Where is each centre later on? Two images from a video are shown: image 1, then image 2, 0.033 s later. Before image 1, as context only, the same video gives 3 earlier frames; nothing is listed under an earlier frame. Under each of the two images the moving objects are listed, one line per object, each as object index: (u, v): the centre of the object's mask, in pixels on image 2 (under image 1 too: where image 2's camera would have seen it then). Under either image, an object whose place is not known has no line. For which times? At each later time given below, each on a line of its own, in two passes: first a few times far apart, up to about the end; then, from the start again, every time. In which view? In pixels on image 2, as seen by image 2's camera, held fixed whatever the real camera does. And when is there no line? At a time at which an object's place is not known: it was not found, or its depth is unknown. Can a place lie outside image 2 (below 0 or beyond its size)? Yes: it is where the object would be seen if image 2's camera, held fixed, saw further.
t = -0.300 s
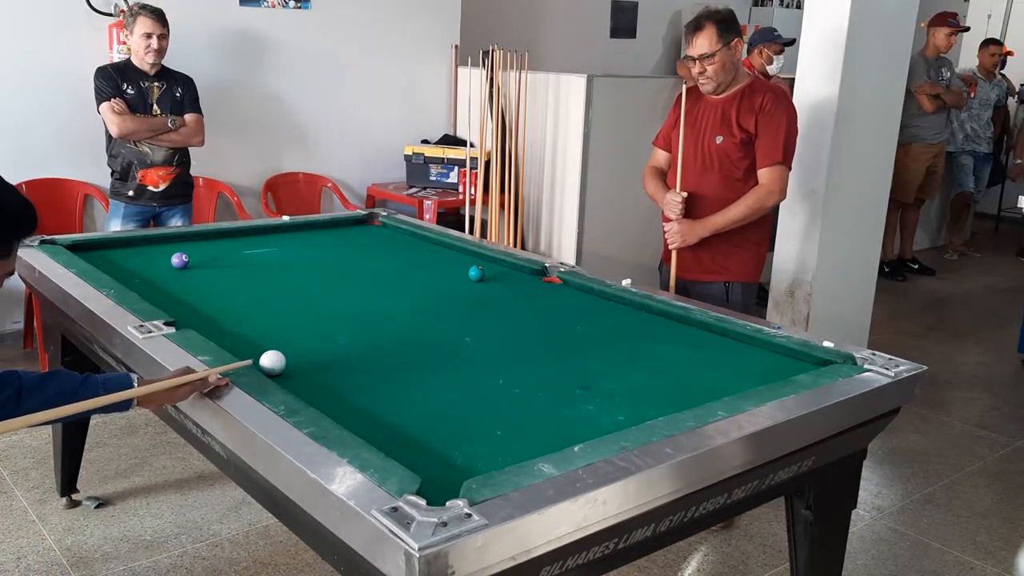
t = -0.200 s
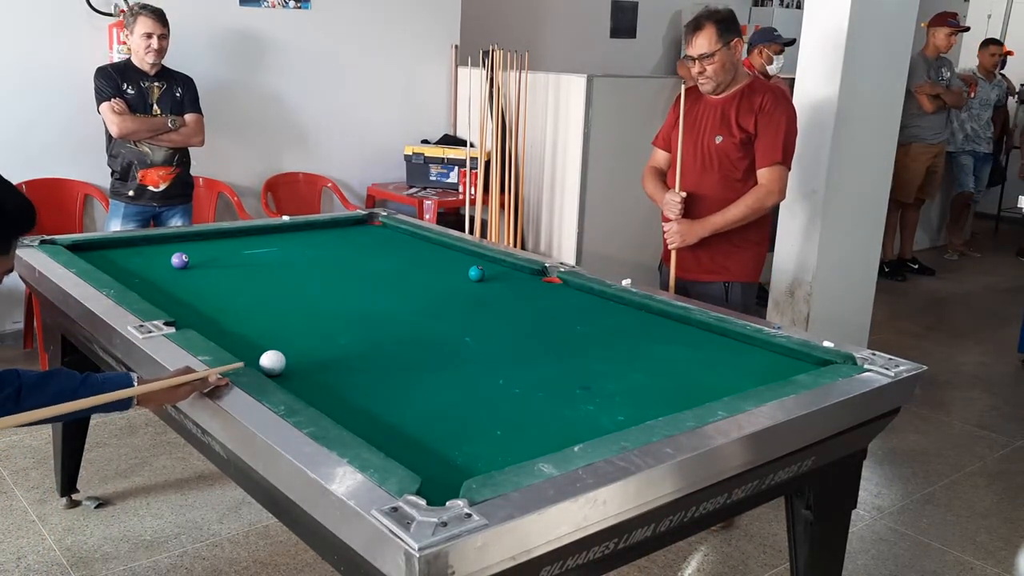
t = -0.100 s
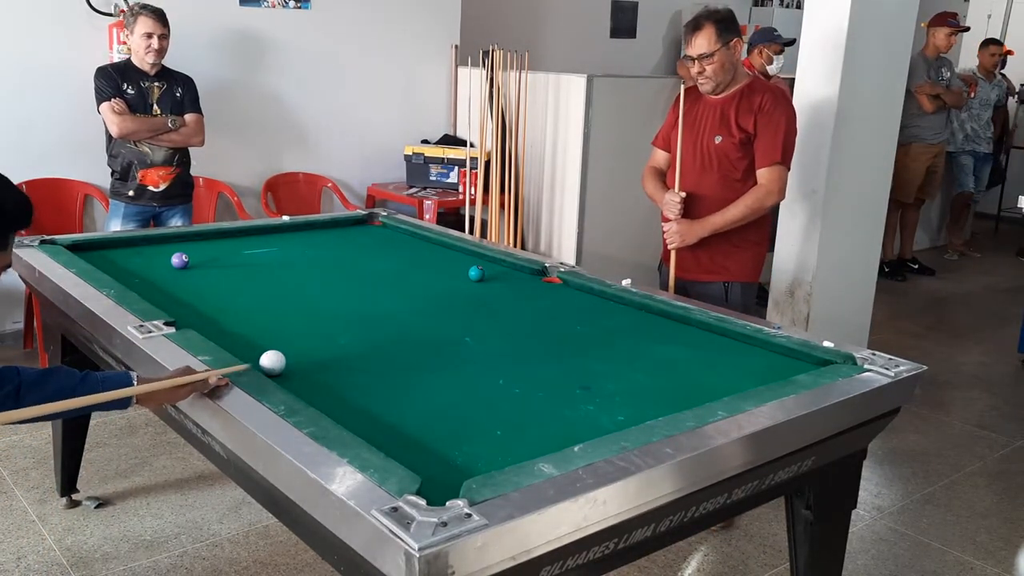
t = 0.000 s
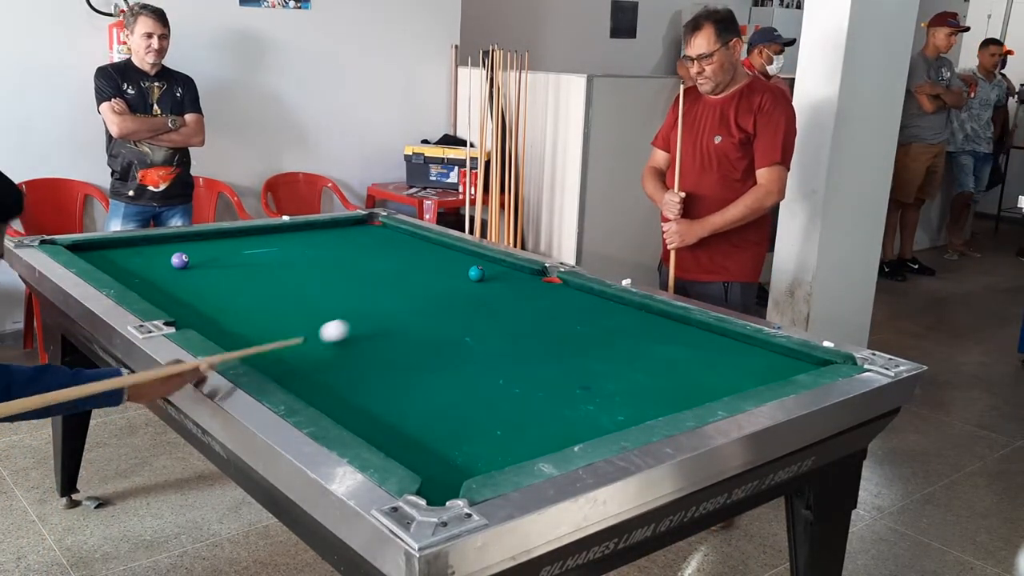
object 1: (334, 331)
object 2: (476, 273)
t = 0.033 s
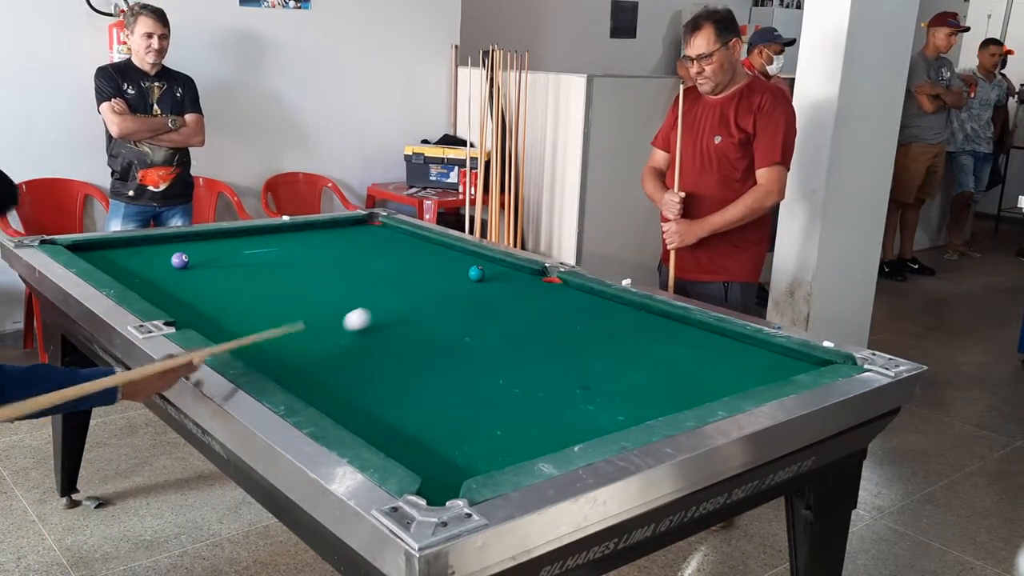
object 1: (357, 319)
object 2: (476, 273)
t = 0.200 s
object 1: (442, 281)
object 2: (476, 274)
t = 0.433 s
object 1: (452, 247)
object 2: (515, 276)
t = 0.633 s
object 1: (374, 239)
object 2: (481, 286)
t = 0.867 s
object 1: (297, 230)
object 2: (439, 299)
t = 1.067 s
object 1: (268, 235)
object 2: (400, 310)
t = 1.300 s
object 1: (250, 248)
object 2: (350, 325)
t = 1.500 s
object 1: (233, 260)
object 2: (303, 338)
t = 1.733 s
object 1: (211, 276)
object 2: (246, 353)
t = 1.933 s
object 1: (190, 291)
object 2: (274, 353)
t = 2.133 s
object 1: (169, 306)
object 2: (311, 348)
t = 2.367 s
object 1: (216, 316)
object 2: (349, 344)
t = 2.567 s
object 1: (258, 322)
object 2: (379, 339)
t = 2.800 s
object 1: (306, 329)
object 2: (409, 335)
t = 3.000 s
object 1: (346, 335)
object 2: (432, 332)
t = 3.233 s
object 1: (392, 342)
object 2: (455, 328)
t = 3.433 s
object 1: (430, 348)
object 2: (472, 325)
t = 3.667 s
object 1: (474, 354)
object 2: (489, 322)
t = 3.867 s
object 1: (509, 359)
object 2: (501, 320)
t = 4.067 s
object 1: (543, 364)
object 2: (511, 319)
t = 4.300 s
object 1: (581, 370)
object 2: (520, 317)
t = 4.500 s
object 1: (612, 374)
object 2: (526, 315)
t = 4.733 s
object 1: (645, 378)
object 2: (531, 314)
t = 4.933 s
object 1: (672, 382)
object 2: (534, 313)
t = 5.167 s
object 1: (700, 386)
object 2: (536, 313)
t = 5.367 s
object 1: (721, 387)
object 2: (536, 313)
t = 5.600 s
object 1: (739, 386)
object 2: (536, 313)
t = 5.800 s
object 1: (736, 384)
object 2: (536, 313)
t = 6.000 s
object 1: (734, 383)
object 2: (536, 313)
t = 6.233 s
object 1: (732, 381)
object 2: (536, 313)
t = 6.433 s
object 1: (729, 379)
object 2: (536, 313)
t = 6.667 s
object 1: (729, 379)
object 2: (536, 313)
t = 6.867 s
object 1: (729, 379)
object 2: (536, 313)
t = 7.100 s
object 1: (729, 379)
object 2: (536, 313)
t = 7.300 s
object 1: (729, 379)
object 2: (536, 313)
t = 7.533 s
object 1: (729, 379)
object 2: (536, 313)
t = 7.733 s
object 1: (729, 379)
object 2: (536, 313)
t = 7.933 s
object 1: (729, 379)
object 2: (536, 313)
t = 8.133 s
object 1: (729, 379)
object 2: (536, 313)
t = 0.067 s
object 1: (377, 311)
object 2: (476, 273)
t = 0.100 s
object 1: (396, 302)
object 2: (476, 273)
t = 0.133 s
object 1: (413, 294)
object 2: (476, 273)
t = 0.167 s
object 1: (428, 287)
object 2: (476, 273)
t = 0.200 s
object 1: (442, 281)
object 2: (476, 274)
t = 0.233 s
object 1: (456, 275)
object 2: (476, 274)
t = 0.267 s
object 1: (458, 269)
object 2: (489, 273)
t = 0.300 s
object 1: (456, 264)
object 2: (506, 272)
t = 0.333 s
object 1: (455, 259)
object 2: (524, 271)
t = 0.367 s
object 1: (455, 255)
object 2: (527, 272)
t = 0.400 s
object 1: (456, 250)
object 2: (520, 274)
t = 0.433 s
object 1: (452, 247)
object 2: (515, 276)
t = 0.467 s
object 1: (437, 246)
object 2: (509, 277)
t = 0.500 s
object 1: (423, 245)
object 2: (504, 279)
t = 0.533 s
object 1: (410, 244)
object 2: (498, 281)
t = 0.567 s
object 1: (397, 242)
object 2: (492, 283)
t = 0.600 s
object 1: (386, 241)
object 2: (487, 284)
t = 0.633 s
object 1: (374, 239)
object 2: (481, 286)
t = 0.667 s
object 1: (363, 238)
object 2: (475, 288)
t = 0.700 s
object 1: (351, 236)
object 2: (469, 289)
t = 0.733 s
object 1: (340, 235)
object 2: (463, 291)
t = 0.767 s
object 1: (329, 234)
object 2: (458, 293)
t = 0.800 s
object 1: (318, 232)
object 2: (451, 295)
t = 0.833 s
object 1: (307, 231)
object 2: (445, 297)
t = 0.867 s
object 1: (297, 230)
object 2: (439, 299)
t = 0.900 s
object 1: (286, 228)
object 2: (433, 300)
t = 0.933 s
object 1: (277, 227)
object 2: (426, 302)
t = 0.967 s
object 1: (275, 229)
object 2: (420, 304)
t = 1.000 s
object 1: (273, 231)
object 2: (414, 306)
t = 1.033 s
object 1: (271, 233)
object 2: (407, 309)
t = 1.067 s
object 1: (268, 235)
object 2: (400, 310)
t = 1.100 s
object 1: (266, 237)
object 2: (393, 313)
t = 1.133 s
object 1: (264, 238)
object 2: (386, 314)
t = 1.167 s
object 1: (261, 240)
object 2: (380, 317)
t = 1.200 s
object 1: (258, 242)
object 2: (372, 319)
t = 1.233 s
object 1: (256, 244)
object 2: (365, 320)
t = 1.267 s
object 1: (253, 246)
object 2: (358, 323)
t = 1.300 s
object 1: (250, 248)
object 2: (350, 325)
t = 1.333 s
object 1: (247, 250)
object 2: (342, 327)
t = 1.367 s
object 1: (245, 252)
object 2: (334, 329)
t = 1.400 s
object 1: (242, 254)
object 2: (327, 332)
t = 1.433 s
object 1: (239, 256)
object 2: (320, 334)
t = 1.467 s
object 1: (236, 258)
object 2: (311, 336)
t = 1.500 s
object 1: (233, 260)
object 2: (303, 338)
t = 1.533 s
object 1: (230, 262)
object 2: (295, 341)
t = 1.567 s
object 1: (227, 265)
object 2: (286, 344)
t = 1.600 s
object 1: (224, 267)
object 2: (278, 346)
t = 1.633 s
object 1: (221, 269)
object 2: (270, 348)
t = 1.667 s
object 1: (218, 272)
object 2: (262, 350)
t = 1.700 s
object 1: (214, 274)
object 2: (253, 353)
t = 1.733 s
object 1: (211, 276)
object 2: (246, 353)
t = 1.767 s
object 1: (207, 279)
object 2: (241, 353)
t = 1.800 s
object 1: (204, 281)
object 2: (248, 354)
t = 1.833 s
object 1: (201, 284)
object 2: (254, 354)
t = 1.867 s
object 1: (197, 286)
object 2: (261, 354)
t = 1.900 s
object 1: (193, 289)
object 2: (268, 354)
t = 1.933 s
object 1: (190, 291)
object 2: (274, 353)
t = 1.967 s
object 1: (186, 294)
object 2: (280, 352)
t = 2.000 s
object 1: (183, 297)
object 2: (286, 351)
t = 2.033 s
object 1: (179, 299)
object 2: (293, 350)
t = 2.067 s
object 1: (175, 302)
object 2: (299, 349)
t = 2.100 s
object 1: (172, 304)
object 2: (305, 349)
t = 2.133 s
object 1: (169, 306)
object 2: (311, 348)
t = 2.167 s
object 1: (174, 308)
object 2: (317, 348)
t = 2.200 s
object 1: (181, 310)
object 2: (323, 347)
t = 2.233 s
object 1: (188, 311)
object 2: (329, 346)
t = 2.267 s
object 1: (195, 312)
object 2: (334, 345)
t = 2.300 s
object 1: (201, 313)
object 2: (339, 344)
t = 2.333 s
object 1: (209, 315)
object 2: (345, 344)
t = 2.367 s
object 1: (216, 316)
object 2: (349, 344)
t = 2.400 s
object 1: (223, 317)
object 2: (354, 343)
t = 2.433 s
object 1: (230, 318)
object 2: (359, 342)
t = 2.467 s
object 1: (237, 319)
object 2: (364, 341)
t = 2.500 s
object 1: (244, 320)
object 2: (369, 341)
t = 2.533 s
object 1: (251, 321)
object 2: (374, 340)
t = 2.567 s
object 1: (258, 322)
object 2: (379, 339)
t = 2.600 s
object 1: (264, 323)
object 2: (384, 338)
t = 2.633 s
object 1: (271, 324)
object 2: (388, 338)
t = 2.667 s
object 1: (278, 325)
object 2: (393, 338)
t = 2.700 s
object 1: (285, 326)
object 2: (397, 337)
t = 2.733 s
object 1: (292, 327)
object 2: (401, 337)
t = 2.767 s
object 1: (299, 328)
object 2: (405, 336)
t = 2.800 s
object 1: (306, 329)
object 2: (409, 335)
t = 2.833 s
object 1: (312, 330)
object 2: (413, 335)
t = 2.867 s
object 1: (319, 331)
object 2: (417, 334)
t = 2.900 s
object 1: (326, 332)
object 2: (421, 333)
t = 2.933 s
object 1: (333, 333)
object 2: (424, 333)
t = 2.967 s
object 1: (339, 334)
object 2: (428, 332)
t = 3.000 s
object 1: (346, 335)
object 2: (432, 332)
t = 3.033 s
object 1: (353, 336)
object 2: (435, 331)
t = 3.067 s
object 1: (359, 338)
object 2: (439, 331)
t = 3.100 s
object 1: (366, 338)
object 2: (442, 331)
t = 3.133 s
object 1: (373, 339)
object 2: (446, 330)
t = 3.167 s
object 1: (379, 340)
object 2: (449, 329)
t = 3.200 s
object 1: (386, 341)
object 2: (452, 329)
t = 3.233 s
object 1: (392, 342)
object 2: (455, 328)
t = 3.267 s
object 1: (399, 343)
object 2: (458, 328)
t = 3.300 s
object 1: (405, 344)
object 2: (461, 327)
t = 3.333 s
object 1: (411, 345)
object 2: (464, 327)
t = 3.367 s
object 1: (418, 346)
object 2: (466, 326)
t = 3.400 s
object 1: (424, 347)
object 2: (469, 326)
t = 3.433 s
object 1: (430, 348)
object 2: (472, 325)
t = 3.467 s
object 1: (437, 349)
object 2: (474, 325)
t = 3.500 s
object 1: (443, 350)
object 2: (477, 325)
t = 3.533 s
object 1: (449, 351)
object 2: (479, 324)
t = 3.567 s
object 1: (455, 351)
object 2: (482, 324)
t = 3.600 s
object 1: (461, 352)
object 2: (484, 323)
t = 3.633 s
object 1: (467, 353)
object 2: (486, 323)
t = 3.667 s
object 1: (474, 354)
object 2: (489, 322)
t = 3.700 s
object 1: (479, 355)
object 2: (491, 322)
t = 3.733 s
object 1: (485, 356)
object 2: (493, 322)
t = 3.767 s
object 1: (491, 357)
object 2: (495, 321)
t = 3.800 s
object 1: (497, 358)
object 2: (497, 321)
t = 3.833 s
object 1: (503, 359)
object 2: (499, 321)
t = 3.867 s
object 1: (509, 359)
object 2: (501, 320)
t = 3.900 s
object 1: (515, 360)
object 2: (503, 320)
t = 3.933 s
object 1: (520, 361)
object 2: (505, 320)
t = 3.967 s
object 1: (526, 362)
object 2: (506, 320)
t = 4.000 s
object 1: (532, 363)
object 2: (508, 319)
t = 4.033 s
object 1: (537, 363)
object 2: (509, 319)
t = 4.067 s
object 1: (543, 364)
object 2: (511, 319)
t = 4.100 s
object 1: (549, 365)
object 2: (512, 318)
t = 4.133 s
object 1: (554, 366)
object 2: (514, 318)
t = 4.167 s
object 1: (559, 367)
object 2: (515, 318)
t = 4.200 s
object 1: (565, 367)
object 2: (516, 318)
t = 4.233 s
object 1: (570, 368)
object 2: (518, 317)
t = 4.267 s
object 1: (576, 369)
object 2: (519, 317)
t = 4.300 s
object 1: (581, 370)
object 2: (520, 317)
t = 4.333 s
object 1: (586, 370)
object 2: (521, 316)
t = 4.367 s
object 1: (592, 371)
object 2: (522, 316)
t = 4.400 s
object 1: (597, 372)
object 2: (524, 316)
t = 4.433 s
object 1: (602, 372)
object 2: (524, 316)
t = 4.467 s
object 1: (607, 373)
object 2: (525, 315)
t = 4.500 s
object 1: (612, 374)
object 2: (526, 315)
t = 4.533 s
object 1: (617, 375)
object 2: (527, 315)
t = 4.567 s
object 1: (621, 375)
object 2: (528, 315)
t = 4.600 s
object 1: (626, 376)
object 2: (529, 315)
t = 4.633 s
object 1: (631, 377)
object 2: (529, 314)
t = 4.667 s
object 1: (636, 377)
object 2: (530, 314)
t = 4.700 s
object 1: (641, 378)
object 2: (531, 314)
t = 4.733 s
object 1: (645, 378)
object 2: (531, 314)
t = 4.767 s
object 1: (650, 379)
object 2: (532, 314)
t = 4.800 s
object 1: (654, 380)
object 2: (532, 314)
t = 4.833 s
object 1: (659, 380)
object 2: (533, 314)
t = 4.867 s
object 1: (663, 381)
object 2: (533, 314)
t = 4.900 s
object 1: (667, 381)
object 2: (534, 314)
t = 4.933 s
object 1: (672, 382)
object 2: (534, 313)
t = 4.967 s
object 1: (676, 383)
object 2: (535, 313)
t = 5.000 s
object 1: (680, 383)
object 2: (535, 313)
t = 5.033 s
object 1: (684, 384)
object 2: (535, 313)
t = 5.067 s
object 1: (688, 384)
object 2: (535, 313)
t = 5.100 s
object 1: (692, 385)
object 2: (535, 313)
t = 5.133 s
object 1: (696, 385)
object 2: (536, 313)
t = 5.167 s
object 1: (700, 386)
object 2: (536, 313)
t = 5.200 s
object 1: (703, 386)
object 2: (536, 313)
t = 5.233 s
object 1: (707, 387)
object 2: (536, 313)
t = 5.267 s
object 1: (711, 387)
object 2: (536, 313)
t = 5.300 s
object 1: (714, 387)
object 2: (536, 313)
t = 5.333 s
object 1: (717, 387)
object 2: (536, 313)
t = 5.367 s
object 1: (721, 387)
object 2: (536, 313)
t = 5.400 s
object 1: (724, 387)
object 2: (536, 313)
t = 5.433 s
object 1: (727, 387)
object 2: (536, 313)
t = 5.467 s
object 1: (730, 387)
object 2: (536, 313)
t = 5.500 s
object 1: (733, 387)
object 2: (536, 313)
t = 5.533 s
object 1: (736, 387)
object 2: (536, 313)
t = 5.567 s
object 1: (739, 386)
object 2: (536, 313)
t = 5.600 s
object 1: (739, 386)
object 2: (536, 313)
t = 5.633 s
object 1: (738, 386)
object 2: (536, 313)
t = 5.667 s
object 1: (738, 385)
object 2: (536, 313)
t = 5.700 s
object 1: (737, 385)
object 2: (536, 313)
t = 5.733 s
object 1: (736, 385)
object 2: (536, 313)
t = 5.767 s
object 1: (736, 385)
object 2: (536, 313)
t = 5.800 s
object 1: (736, 384)
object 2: (536, 313)
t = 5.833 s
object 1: (736, 384)
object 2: (536, 313)
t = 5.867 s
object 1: (735, 384)
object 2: (536, 313)
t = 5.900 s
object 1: (735, 384)
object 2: (536, 313)
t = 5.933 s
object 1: (734, 383)
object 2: (536, 313)
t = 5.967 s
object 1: (734, 383)
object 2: (536, 313)
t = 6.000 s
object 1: (734, 383)
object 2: (536, 313)
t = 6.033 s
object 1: (733, 382)
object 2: (536, 313)
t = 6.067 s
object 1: (733, 382)
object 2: (536, 313)
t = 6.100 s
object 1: (733, 382)
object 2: (536, 313)
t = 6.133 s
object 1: (733, 382)
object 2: (536, 313)
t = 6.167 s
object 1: (732, 381)
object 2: (536, 313)
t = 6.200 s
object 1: (732, 381)
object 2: (536, 313)
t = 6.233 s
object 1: (732, 381)
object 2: (536, 313)
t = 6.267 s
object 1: (731, 380)
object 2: (536, 313)
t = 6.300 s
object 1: (731, 380)
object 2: (536, 313)
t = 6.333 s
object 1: (731, 380)
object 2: (536, 313)
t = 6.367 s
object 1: (730, 380)
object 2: (536, 313)
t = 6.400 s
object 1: (730, 379)
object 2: (536, 313)
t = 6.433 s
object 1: (729, 379)
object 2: (536, 313)
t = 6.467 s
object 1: (729, 379)
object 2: (536, 313)
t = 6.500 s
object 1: (729, 379)
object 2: (536, 313)
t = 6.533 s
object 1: (729, 379)
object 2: (536, 313)
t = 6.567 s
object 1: (729, 379)
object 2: (536, 313)
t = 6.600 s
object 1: (729, 379)
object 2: (536, 313)
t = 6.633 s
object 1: (729, 379)
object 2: (536, 313)
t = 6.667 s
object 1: (729, 379)
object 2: (536, 313)
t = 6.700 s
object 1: (729, 379)
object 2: (536, 313)
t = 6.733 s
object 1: (729, 379)
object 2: (536, 313)
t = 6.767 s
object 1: (729, 379)
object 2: (536, 313)
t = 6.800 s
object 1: (729, 379)
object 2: (536, 313)
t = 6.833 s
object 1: (729, 379)
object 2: (536, 313)
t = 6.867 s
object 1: (729, 379)
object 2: (536, 313)
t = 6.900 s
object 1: (729, 379)
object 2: (536, 313)
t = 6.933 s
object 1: (729, 379)
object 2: (536, 313)
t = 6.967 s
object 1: (729, 379)
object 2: (536, 313)
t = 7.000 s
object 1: (729, 379)
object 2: (536, 313)
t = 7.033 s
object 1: (729, 379)
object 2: (536, 313)
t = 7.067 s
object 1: (729, 379)
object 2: (536, 313)
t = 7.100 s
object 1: (729, 379)
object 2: (536, 313)
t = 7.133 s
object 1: (729, 379)
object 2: (536, 313)
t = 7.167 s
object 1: (729, 379)
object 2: (536, 313)
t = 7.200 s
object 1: (729, 379)
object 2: (536, 313)
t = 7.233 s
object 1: (729, 379)
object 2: (536, 313)
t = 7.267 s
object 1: (729, 379)
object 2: (536, 313)
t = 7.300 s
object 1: (729, 379)
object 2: (536, 313)
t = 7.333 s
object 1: (729, 379)
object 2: (536, 313)
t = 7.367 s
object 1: (729, 379)
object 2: (536, 313)
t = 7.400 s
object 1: (729, 379)
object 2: (536, 313)
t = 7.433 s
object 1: (729, 379)
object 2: (536, 313)
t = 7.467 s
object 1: (729, 379)
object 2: (536, 313)
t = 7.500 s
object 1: (729, 379)
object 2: (536, 313)
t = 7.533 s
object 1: (729, 379)
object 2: (536, 313)
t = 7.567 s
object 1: (729, 379)
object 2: (536, 313)
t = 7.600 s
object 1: (729, 379)
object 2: (536, 313)
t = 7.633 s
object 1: (729, 379)
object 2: (536, 313)
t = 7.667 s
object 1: (729, 379)
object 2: (536, 313)
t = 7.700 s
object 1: (729, 379)
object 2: (536, 313)
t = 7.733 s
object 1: (729, 379)
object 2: (536, 313)
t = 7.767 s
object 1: (729, 379)
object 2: (536, 313)
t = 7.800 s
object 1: (729, 379)
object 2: (536, 313)
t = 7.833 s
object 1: (729, 379)
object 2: (536, 313)
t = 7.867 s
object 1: (729, 379)
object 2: (536, 313)
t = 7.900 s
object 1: (729, 379)
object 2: (536, 313)
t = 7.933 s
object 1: (729, 379)
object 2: (536, 313)
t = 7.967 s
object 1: (729, 379)
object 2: (536, 313)
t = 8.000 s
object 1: (729, 379)
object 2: (536, 313)
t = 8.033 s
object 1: (729, 379)
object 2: (536, 313)
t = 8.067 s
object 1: (729, 379)
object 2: (536, 313)
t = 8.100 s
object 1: (729, 379)
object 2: (536, 313)
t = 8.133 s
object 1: (729, 379)
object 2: (536, 313)
